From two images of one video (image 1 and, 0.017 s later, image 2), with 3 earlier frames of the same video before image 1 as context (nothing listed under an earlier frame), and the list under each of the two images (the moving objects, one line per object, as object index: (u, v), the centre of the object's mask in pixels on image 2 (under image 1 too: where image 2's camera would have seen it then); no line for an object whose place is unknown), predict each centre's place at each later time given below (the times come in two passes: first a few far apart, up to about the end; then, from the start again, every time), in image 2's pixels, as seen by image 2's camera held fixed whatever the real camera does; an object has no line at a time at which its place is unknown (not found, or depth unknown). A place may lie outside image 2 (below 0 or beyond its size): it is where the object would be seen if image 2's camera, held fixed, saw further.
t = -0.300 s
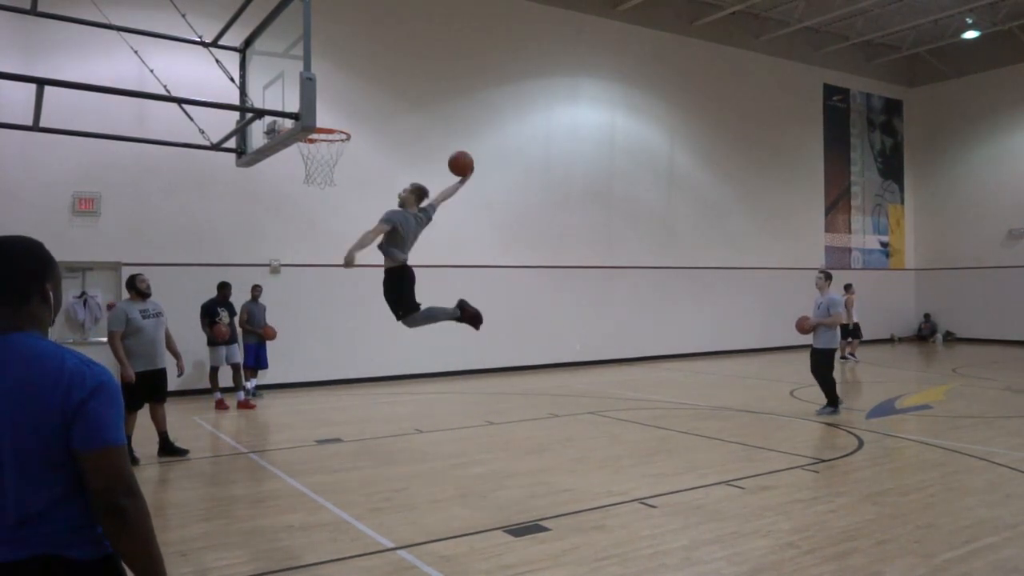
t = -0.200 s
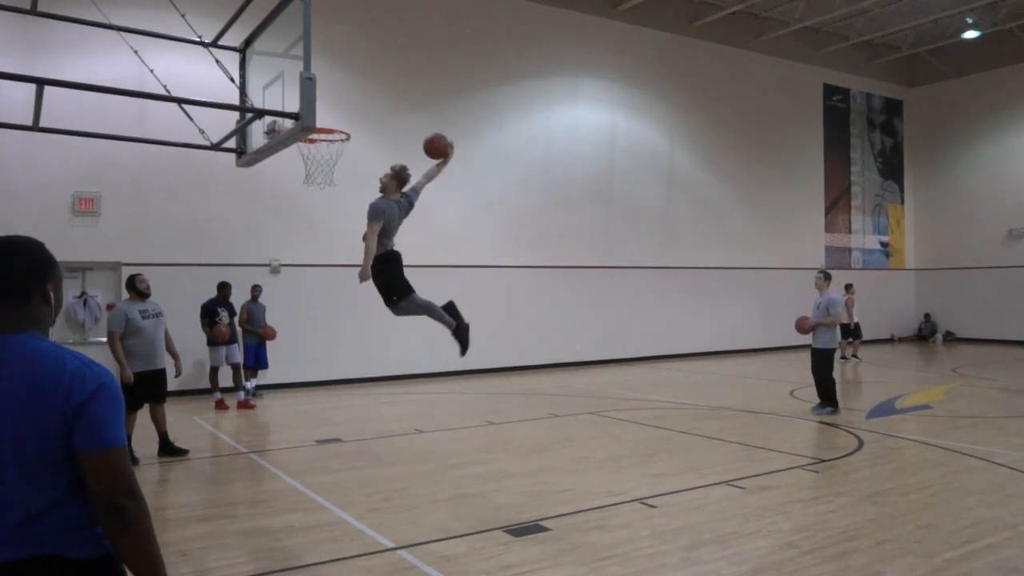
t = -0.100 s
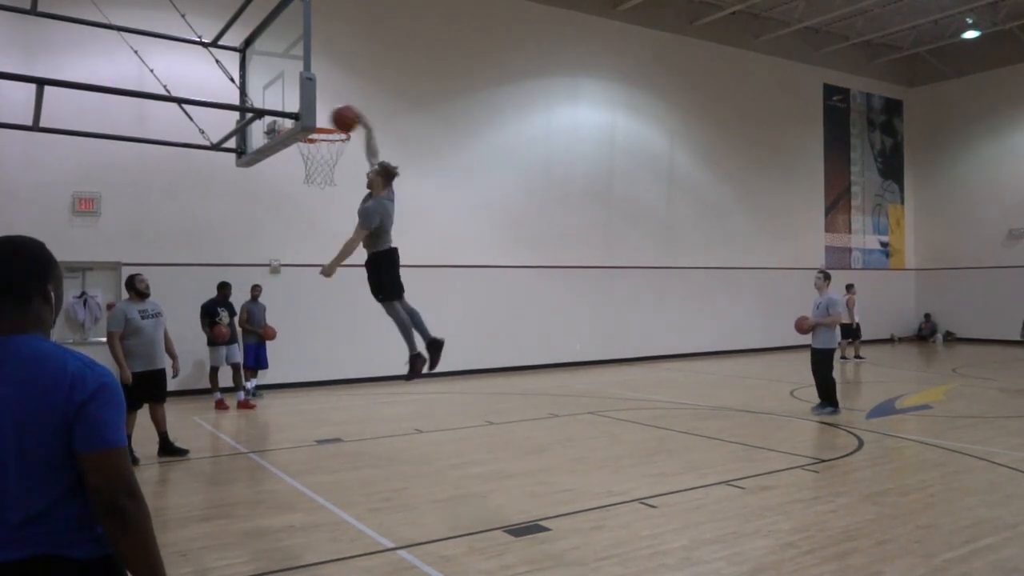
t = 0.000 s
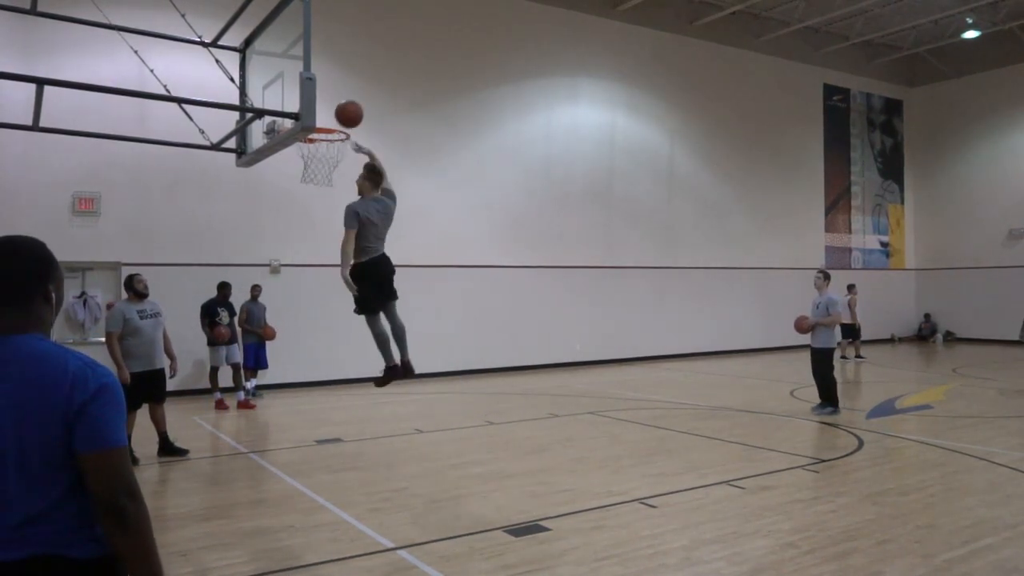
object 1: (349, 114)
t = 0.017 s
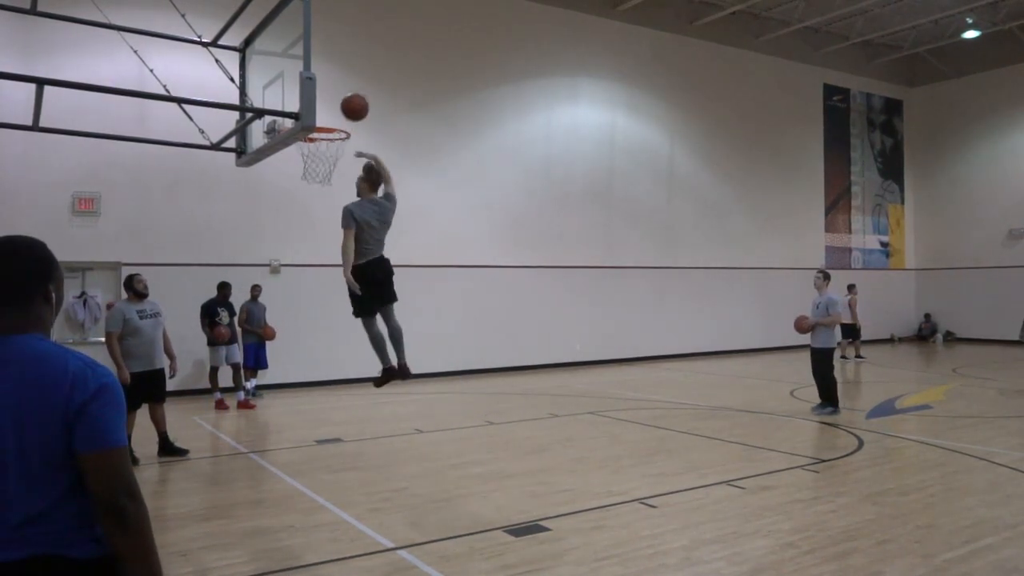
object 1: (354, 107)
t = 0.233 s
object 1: (427, 48)
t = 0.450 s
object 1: (496, 43)
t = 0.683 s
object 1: (565, 92)
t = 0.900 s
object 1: (625, 184)
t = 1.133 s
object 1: (683, 328)
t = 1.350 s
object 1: (731, 397)
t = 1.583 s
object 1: (779, 289)
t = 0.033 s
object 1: (360, 100)
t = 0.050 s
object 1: (366, 94)
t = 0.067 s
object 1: (372, 88)
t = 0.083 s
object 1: (377, 83)
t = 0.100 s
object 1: (383, 77)
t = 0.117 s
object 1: (389, 73)
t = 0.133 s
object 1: (394, 68)
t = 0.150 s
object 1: (400, 63)
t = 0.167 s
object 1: (405, 60)
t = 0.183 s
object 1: (411, 56)
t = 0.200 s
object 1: (416, 53)
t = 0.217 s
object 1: (422, 50)
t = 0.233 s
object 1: (427, 48)
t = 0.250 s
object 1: (433, 45)
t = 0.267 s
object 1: (438, 44)
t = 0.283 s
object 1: (444, 42)
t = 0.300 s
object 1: (449, 41)
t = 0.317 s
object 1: (455, 40)
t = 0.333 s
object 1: (460, 39)
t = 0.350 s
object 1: (465, 39)
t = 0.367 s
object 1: (470, 39)
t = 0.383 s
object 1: (476, 39)
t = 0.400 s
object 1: (481, 39)
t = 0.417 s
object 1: (486, 40)
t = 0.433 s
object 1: (491, 42)
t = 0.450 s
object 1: (496, 43)
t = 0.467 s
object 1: (501, 45)
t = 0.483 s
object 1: (506, 47)
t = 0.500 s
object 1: (511, 49)
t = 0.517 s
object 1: (516, 51)
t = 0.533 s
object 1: (521, 54)
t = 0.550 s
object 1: (526, 57)
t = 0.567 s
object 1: (531, 61)
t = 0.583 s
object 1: (536, 64)
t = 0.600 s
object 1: (541, 69)
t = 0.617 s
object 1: (546, 73)
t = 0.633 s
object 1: (551, 77)
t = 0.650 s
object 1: (555, 82)
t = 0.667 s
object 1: (560, 87)
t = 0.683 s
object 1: (565, 92)
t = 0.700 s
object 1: (570, 97)
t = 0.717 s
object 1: (574, 103)
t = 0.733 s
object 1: (579, 109)
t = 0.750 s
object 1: (583, 116)
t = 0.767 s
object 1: (588, 122)
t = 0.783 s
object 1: (593, 129)
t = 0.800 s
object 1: (597, 136)
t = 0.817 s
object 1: (602, 143)
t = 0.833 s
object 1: (606, 151)
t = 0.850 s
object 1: (611, 159)
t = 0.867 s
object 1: (616, 167)
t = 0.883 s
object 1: (620, 175)
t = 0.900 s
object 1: (625, 184)
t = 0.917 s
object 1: (629, 193)
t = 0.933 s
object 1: (633, 202)
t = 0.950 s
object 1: (637, 211)
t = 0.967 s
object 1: (642, 221)
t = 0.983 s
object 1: (646, 230)
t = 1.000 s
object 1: (650, 241)
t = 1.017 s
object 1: (654, 251)
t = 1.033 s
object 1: (658, 261)
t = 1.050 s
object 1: (663, 272)
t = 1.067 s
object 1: (667, 283)
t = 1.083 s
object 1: (671, 294)
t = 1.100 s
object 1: (675, 305)
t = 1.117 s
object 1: (679, 317)
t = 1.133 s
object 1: (683, 328)
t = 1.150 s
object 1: (687, 340)
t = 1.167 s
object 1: (691, 353)
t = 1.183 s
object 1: (695, 365)
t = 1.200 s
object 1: (698, 378)
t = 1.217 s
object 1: (702, 390)
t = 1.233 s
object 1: (706, 403)
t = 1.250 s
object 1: (709, 416)
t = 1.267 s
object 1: (713, 430)
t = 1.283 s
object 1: (717, 439)
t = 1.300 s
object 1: (720, 428)
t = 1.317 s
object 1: (724, 417)
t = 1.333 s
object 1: (728, 407)
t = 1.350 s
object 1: (731, 397)
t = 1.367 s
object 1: (735, 387)
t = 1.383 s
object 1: (738, 378)
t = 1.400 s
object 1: (742, 369)
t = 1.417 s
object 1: (745, 360)
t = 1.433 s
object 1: (749, 351)
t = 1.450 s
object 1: (752, 343)
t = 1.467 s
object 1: (756, 335)
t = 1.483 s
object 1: (759, 328)
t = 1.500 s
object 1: (762, 321)
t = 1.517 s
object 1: (765, 314)
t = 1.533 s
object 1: (769, 307)
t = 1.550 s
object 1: (772, 301)
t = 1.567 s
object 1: (776, 295)
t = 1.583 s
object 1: (779, 289)
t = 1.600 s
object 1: (782, 283)
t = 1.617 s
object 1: (785, 278)
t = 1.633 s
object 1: (789, 273)
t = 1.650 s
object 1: (792, 269)
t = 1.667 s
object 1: (796, 264)
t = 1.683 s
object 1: (799, 260)
